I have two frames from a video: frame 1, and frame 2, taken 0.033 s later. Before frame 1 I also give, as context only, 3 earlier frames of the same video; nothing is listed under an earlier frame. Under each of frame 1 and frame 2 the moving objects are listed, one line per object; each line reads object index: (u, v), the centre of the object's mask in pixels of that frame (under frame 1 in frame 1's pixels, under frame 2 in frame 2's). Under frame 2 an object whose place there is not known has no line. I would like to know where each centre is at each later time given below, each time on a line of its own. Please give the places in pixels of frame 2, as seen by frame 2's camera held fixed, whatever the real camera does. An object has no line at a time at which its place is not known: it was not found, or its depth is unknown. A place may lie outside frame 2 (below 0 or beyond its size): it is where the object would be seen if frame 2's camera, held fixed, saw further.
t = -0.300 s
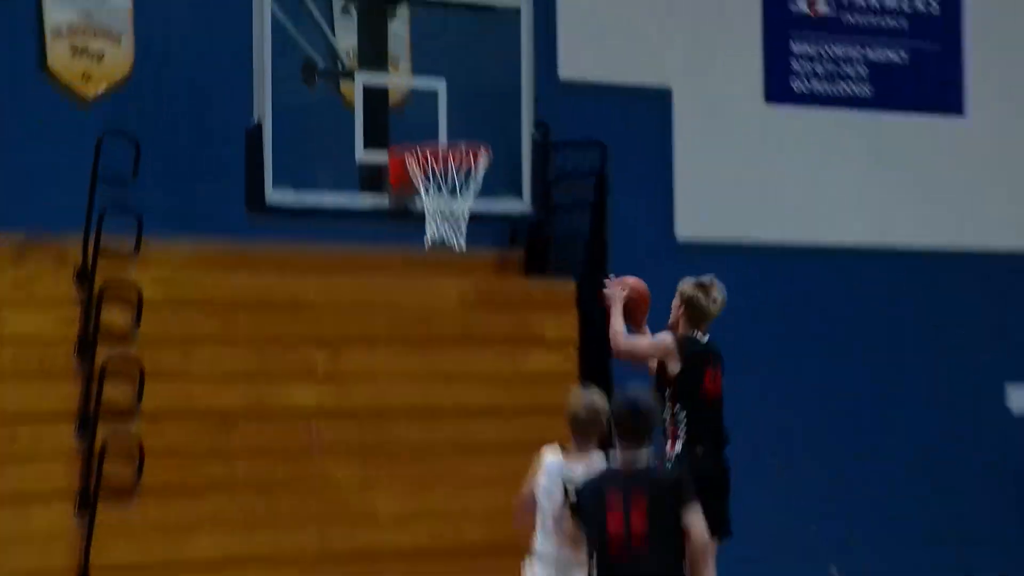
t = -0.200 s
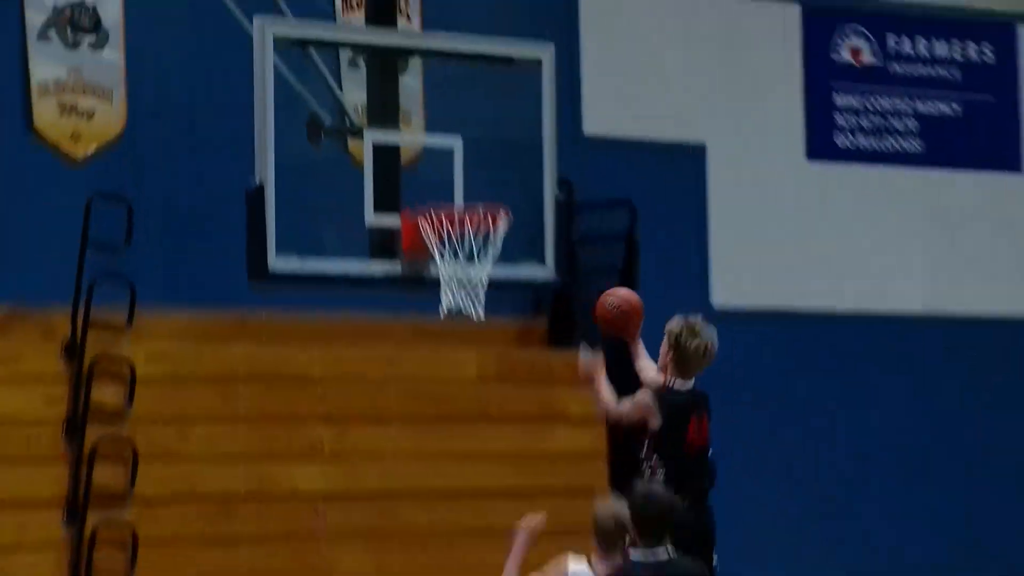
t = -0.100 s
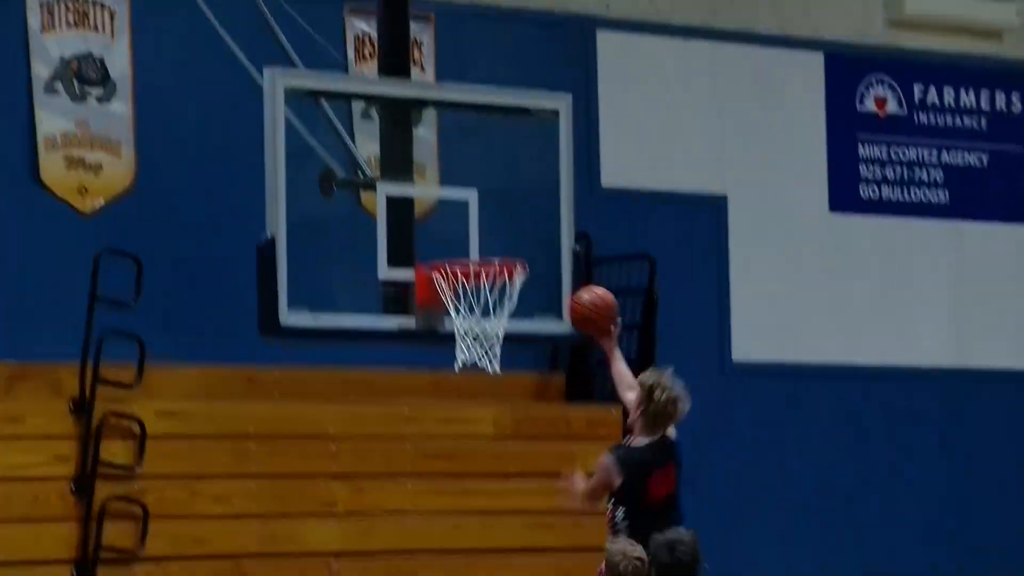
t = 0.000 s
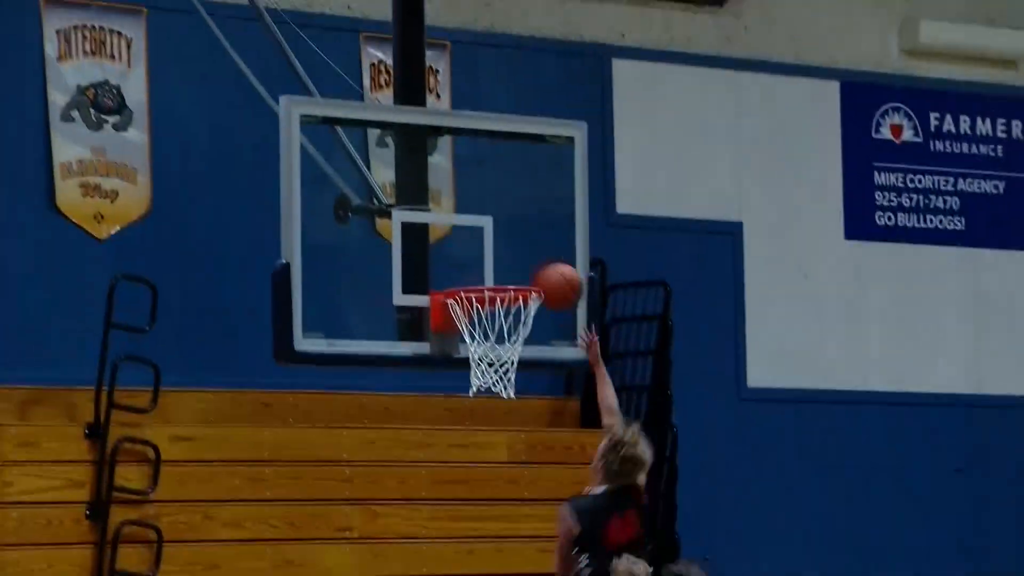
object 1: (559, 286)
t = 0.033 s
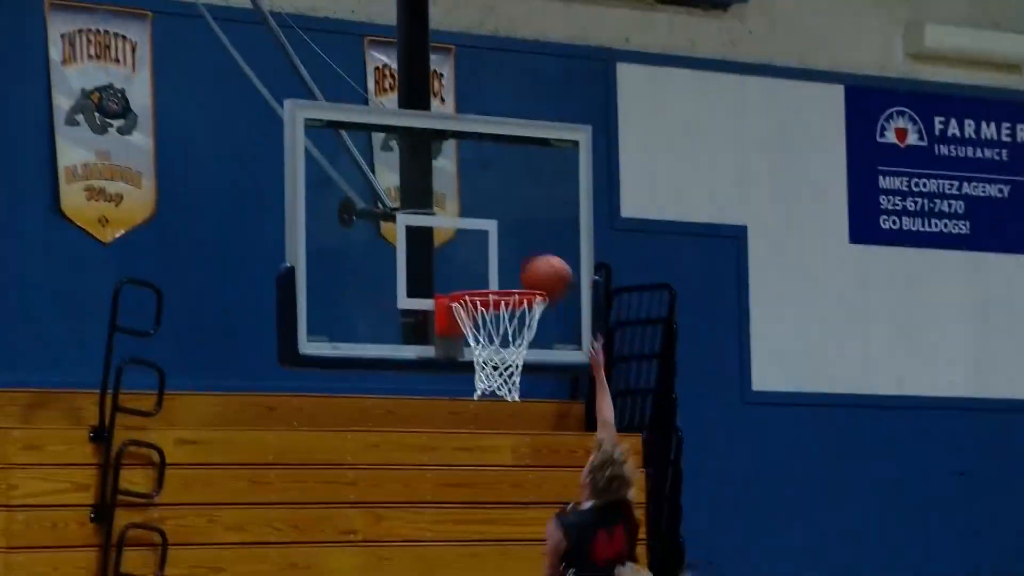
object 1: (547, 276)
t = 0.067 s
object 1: (531, 268)
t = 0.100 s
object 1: (515, 261)
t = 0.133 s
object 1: (500, 255)
